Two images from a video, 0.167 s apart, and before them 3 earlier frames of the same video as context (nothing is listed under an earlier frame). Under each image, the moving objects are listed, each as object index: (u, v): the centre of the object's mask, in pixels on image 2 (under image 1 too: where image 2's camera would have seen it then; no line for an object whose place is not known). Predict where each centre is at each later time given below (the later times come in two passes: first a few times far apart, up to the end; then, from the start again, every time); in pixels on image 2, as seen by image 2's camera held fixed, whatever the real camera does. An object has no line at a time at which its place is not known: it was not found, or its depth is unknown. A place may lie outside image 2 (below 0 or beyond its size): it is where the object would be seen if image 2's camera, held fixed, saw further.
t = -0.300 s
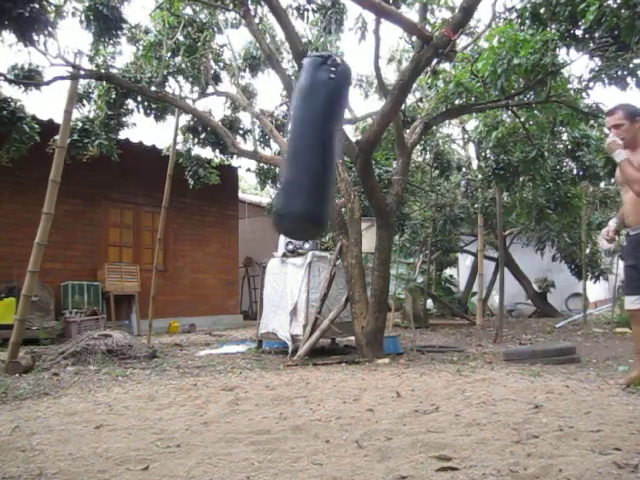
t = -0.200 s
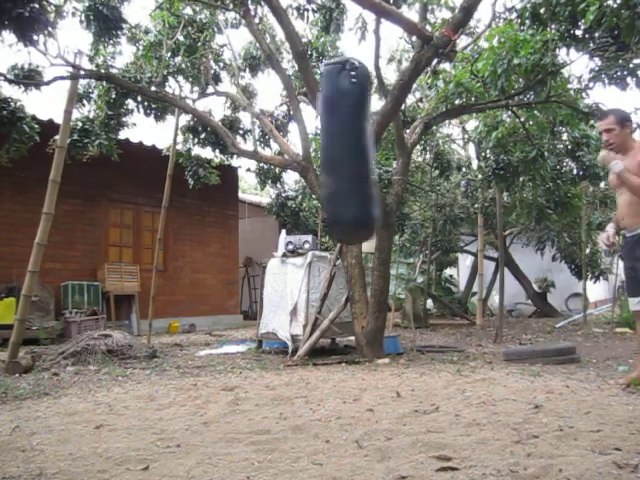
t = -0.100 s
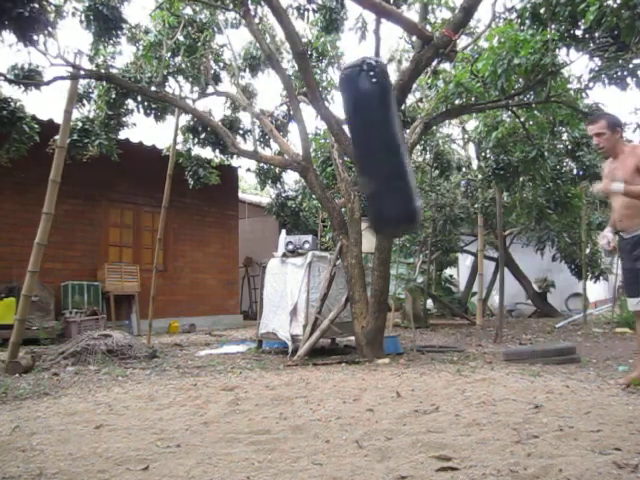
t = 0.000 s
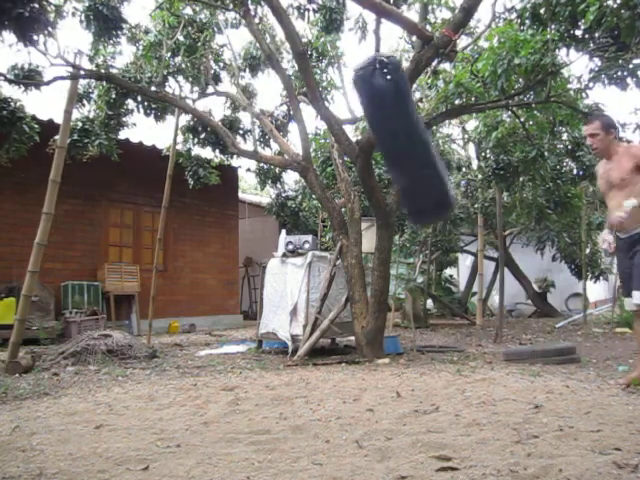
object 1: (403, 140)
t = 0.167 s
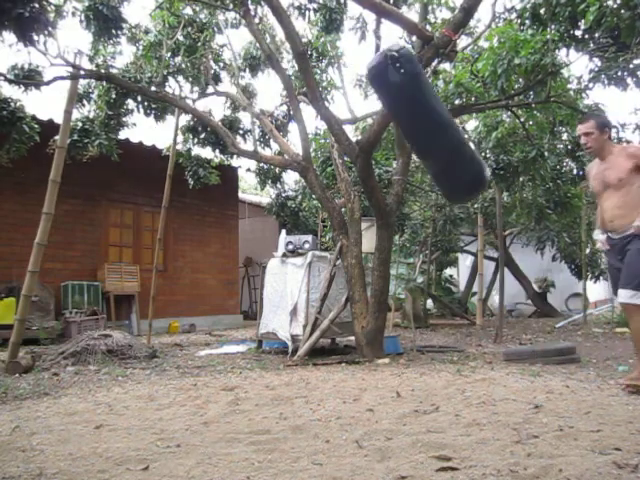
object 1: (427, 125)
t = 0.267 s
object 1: (432, 121)
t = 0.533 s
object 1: (418, 132)
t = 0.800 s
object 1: (352, 149)
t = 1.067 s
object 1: (266, 128)
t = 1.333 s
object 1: (233, 105)
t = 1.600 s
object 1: (259, 125)
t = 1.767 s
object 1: (305, 146)
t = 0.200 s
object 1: (429, 123)
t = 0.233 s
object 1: (431, 122)
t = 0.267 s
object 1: (432, 121)
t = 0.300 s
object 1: (433, 120)
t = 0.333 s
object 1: (433, 121)
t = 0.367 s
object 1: (432, 121)
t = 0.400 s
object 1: (431, 122)
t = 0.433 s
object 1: (428, 124)
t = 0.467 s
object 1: (425, 126)
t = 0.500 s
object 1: (422, 129)
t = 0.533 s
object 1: (418, 132)
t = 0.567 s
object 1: (412, 134)
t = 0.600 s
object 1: (406, 138)
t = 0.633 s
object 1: (400, 141)
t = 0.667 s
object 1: (391, 144)
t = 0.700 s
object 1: (383, 146)
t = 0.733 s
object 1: (374, 149)
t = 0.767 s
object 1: (363, 149)
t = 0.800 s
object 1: (352, 149)
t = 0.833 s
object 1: (341, 148)
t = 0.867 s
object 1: (330, 146)
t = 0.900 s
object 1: (317, 144)
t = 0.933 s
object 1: (306, 143)
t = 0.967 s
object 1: (296, 140)
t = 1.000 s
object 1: (285, 137)
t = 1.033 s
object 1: (276, 133)
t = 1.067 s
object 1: (266, 128)
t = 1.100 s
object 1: (259, 122)
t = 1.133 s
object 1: (253, 117)
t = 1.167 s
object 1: (247, 114)
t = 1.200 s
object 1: (242, 111)
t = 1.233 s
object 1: (238, 109)
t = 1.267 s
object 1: (235, 107)
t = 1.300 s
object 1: (234, 105)
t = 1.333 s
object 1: (233, 105)
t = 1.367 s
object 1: (233, 105)
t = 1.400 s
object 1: (234, 106)
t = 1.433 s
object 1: (236, 108)
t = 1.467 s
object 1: (239, 109)
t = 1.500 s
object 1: (243, 112)
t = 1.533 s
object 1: (247, 115)
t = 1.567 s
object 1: (253, 120)
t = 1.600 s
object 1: (259, 125)
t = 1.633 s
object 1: (266, 130)
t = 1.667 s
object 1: (275, 136)
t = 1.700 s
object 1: (284, 140)
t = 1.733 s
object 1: (294, 142)
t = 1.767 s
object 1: (305, 146)
